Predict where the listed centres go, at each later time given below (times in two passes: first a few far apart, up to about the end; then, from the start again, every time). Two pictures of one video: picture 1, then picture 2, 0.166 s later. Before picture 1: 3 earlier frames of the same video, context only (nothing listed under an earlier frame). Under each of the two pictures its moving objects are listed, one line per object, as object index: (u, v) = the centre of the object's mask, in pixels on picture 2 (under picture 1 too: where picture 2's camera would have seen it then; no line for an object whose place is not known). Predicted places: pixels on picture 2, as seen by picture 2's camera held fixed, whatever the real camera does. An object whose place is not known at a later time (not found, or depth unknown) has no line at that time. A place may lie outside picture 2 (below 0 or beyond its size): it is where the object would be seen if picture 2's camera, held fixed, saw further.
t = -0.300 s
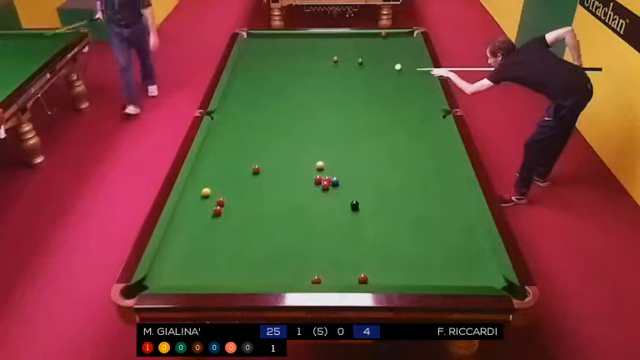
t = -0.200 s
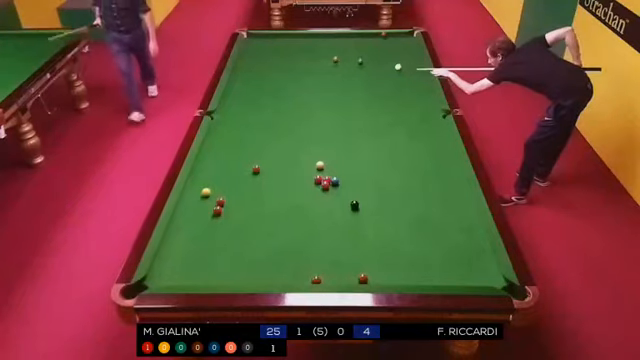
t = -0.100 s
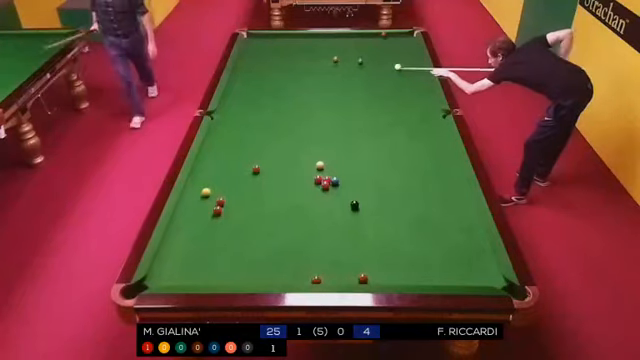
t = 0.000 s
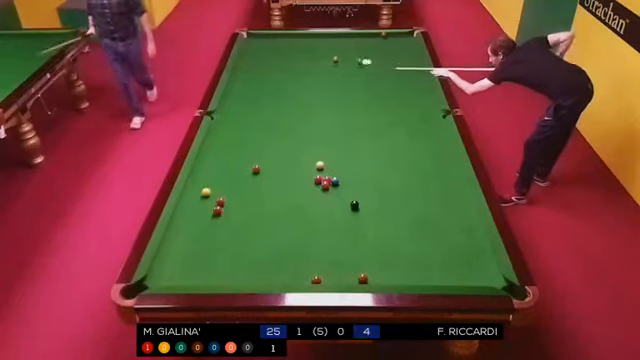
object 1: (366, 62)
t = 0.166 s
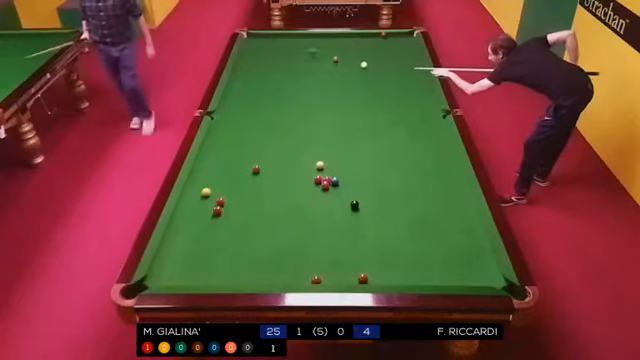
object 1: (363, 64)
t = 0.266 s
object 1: (365, 66)
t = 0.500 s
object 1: (370, 70)
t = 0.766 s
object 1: (375, 74)
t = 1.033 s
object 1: (380, 78)
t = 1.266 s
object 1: (385, 82)
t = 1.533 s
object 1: (389, 85)
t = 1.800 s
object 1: (394, 89)
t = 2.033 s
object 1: (397, 92)
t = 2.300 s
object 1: (402, 95)
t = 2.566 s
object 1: (405, 98)
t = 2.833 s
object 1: (409, 101)
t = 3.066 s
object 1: (411, 103)
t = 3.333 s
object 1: (414, 105)
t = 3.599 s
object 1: (416, 106)
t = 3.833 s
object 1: (417, 107)
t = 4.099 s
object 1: (418, 109)
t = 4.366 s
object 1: (419, 109)
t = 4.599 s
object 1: (420, 109)
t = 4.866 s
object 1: (420, 109)
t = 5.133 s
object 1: (420, 109)
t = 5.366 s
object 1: (420, 109)
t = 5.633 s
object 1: (420, 109)
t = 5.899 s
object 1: (420, 109)
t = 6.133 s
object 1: (420, 109)
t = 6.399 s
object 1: (420, 109)
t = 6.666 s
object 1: (420, 109)
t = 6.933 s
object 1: (420, 109)
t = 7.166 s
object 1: (420, 109)
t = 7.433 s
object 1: (420, 109)
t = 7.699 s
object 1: (420, 109)
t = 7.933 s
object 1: (420, 109)
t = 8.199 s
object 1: (420, 110)
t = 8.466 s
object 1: (420, 109)
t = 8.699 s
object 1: (420, 109)
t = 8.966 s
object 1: (420, 109)
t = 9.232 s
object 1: (420, 109)
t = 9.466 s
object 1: (420, 109)
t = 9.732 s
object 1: (420, 109)
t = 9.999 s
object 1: (420, 109)
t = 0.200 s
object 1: (364, 65)
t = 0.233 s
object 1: (365, 65)
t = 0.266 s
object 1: (365, 66)
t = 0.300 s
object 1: (366, 67)
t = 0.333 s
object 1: (367, 67)
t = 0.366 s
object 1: (367, 68)
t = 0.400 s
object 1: (368, 68)
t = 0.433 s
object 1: (369, 69)
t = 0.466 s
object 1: (369, 69)
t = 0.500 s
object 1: (370, 70)
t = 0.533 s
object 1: (371, 70)
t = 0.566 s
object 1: (371, 71)
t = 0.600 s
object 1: (372, 71)
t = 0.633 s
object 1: (372, 72)
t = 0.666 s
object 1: (374, 72)
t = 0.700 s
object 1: (374, 73)
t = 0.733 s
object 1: (375, 74)
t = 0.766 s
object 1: (375, 74)
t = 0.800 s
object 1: (376, 75)
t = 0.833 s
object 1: (376, 75)
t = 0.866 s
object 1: (377, 76)
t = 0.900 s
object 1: (378, 76)
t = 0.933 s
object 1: (378, 77)
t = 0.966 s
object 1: (379, 77)
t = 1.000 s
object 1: (380, 78)
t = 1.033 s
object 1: (380, 78)
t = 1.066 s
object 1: (381, 79)
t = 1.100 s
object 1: (381, 79)
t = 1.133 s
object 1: (382, 80)
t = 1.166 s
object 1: (383, 80)
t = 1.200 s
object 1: (383, 81)
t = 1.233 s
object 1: (384, 81)
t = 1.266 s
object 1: (385, 82)
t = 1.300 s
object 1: (385, 82)
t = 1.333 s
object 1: (386, 83)
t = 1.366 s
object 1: (386, 83)
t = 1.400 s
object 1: (387, 83)
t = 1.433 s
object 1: (388, 84)
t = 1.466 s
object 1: (388, 85)
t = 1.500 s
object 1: (389, 85)
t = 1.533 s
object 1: (389, 85)
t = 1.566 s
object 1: (390, 86)
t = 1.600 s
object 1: (390, 86)
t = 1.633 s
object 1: (391, 87)
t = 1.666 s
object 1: (392, 87)
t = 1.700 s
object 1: (392, 88)
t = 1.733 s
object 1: (393, 88)
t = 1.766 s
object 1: (393, 89)
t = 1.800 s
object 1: (394, 89)
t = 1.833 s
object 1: (395, 89)
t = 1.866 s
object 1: (395, 90)
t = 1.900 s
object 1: (395, 90)
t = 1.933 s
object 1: (396, 91)
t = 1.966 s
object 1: (396, 91)
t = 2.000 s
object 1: (397, 92)
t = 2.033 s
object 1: (397, 92)
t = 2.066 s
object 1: (398, 92)
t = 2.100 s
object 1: (398, 93)
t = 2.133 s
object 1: (399, 93)
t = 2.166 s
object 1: (400, 94)
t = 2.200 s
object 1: (400, 94)
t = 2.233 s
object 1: (401, 94)
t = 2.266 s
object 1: (401, 95)
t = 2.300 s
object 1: (402, 95)
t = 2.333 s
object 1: (402, 95)
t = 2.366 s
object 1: (403, 96)
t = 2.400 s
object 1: (403, 97)
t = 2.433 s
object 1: (403, 97)
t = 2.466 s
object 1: (404, 97)
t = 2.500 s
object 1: (404, 97)
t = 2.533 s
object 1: (405, 98)
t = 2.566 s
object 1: (405, 98)
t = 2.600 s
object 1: (406, 99)
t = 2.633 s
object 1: (406, 99)
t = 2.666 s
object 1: (407, 99)
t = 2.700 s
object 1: (407, 100)
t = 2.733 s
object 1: (407, 100)
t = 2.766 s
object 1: (408, 100)
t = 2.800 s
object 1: (408, 100)
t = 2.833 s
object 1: (409, 101)
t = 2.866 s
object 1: (409, 101)
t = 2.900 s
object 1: (409, 101)
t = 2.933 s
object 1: (410, 101)
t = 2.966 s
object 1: (410, 102)
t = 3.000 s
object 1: (410, 102)
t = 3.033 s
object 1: (411, 102)
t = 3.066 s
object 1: (411, 103)
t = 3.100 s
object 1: (412, 103)
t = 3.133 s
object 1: (412, 103)
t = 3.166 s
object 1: (412, 104)
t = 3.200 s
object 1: (412, 104)
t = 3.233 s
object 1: (413, 104)
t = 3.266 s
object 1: (413, 104)
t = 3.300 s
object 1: (413, 105)
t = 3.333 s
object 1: (414, 105)
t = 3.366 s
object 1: (414, 105)
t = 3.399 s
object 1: (414, 105)
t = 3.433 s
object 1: (414, 105)
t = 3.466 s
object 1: (415, 105)
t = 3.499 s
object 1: (415, 106)
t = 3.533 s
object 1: (415, 106)
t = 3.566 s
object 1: (415, 106)
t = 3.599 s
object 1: (416, 106)
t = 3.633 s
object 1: (416, 106)
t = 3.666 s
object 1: (416, 107)
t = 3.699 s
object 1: (417, 107)
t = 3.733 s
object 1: (417, 107)
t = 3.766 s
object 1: (417, 107)
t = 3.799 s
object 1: (417, 107)
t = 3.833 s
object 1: (417, 107)
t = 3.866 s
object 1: (417, 108)
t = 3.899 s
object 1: (418, 108)
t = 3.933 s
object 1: (418, 108)
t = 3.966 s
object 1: (418, 108)
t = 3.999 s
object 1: (418, 108)
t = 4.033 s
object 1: (418, 109)
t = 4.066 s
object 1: (418, 108)
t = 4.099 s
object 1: (418, 109)
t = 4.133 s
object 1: (418, 109)
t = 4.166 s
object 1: (419, 109)
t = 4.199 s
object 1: (419, 109)
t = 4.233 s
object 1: (419, 109)
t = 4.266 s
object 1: (419, 109)
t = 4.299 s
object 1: (419, 109)
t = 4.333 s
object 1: (419, 109)
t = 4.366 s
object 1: (419, 109)
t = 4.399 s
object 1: (419, 109)
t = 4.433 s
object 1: (419, 109)
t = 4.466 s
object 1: (420, 109)
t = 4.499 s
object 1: (420, 109)
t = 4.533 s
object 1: (420, 109)
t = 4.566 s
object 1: (420, 109)
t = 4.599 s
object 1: (420, 109)
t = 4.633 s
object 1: (420, 109)
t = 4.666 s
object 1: (420, 109)
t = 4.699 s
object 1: (420, 109)
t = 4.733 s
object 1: (420, 109)
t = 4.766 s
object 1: (420, 109)
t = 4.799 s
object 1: (420, 109)
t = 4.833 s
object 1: (420, 109)
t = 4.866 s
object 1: (420, 109)
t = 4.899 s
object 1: (420, 109)
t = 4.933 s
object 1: (420, 109)
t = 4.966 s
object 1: (420, 109)
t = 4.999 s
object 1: (420, 109)
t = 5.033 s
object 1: (420, 109)
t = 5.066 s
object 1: (420, 109)
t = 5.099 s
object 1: (420, 109)
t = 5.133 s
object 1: (420, 109)
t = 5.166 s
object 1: (420, 109)
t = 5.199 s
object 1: (420, 109)
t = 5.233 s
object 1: (420, 109)
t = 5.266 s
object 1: (420, 109)
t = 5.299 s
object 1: (420, 109)
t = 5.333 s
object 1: (420, 109)
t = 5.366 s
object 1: (420, 109)
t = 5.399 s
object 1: (420, 109)
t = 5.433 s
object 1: (420, 109)
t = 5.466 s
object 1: (420, 109)
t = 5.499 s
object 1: (420, 109)
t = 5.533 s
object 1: (420, 109)
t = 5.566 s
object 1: (420, 109)
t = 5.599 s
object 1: (420, 109)
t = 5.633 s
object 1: (420, 109)
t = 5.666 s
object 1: (420, 109)
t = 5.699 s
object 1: (420, 109)
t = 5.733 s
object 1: (420, 109)
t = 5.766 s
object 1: (420, 109)
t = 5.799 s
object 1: (420, 109)
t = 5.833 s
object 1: (420, 109)
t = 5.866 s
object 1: (420, 109)
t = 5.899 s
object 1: (420, 109)
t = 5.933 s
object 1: (420, 109)
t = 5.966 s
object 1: (420, 109)
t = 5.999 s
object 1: (420, 109)
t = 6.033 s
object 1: (420, 109)
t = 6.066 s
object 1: (420, 109)
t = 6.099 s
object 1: (420, 109)
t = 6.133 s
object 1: (420, 109)
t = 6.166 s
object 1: (420, 109)
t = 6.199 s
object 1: (420, 109)
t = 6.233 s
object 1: (420, 109)
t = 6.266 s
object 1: (420, 109)
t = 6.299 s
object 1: (420, 109)
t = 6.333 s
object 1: (420, 109)
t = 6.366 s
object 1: (420, 109)
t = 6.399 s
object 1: (420, 109)
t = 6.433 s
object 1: (420, 109)
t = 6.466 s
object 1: (420, 109)
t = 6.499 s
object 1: (420, 109)
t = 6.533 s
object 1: (420, 109)
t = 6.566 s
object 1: (420, 109)
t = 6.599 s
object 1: (420, 109)
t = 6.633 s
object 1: (420, 109)
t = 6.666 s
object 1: (420, 109)
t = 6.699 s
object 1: (420, 109)
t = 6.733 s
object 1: (420, 109)
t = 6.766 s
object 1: (420, 109)
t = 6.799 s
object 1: (420, 109)
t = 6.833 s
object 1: (420, 109)
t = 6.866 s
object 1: (420, 109)
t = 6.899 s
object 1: (420, 109)
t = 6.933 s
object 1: (420, 109)
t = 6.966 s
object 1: (420, 109)
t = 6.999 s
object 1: (420, 109)
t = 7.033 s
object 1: (420, 109)
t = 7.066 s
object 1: (420, 109)
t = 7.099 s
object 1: (420, 109)
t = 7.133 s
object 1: (420, 109)
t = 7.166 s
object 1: (420, 109)
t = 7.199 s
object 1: (420, 109)
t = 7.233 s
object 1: (420, 109)
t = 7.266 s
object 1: (420, 109)
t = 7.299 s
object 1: (420, 109)
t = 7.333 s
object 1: (420, 109)
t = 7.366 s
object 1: (420, 109)
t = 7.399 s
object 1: (420, 109)
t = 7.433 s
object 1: (420, 109)
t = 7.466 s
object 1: (420, 109)
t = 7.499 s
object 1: (420, 109)
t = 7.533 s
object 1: (420, 109)
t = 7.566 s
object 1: (420, 109)
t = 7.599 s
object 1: (420, 109)
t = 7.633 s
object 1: (420, 109)
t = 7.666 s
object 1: (420, 109)
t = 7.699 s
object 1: (420, 109)
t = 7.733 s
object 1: (420, 109)
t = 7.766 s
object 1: (420, 109)
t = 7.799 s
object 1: (420, 109)
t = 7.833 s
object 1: (420, 109)
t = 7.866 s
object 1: (420, 109)
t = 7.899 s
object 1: (420, 109)
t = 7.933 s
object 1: (420, 109)
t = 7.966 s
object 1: (420, 109)
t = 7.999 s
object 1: (420, 109)
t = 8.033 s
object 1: (420, 109)
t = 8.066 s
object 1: (420, 109)
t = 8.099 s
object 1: (420, 109)
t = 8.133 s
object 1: (420, 109)
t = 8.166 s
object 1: (420, 109)
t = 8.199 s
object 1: (420, 110)
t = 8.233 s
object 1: (420, 109)
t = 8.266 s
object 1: (420, 109)
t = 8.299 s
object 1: (420, 109)
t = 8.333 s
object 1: (420, 109)
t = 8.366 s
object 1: (420, 109)
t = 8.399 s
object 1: (420, 109)
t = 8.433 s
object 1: (420, 109)
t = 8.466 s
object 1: (420, 109)
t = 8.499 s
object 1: (420, 109)
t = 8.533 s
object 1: (420, 109)
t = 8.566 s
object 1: (420, 109)
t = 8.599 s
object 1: (420, 109)
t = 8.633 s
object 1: (420, 109)
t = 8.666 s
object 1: (420, 109)
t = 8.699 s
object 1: (420, 109)
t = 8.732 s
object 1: (420, 109)
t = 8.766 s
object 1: (420, 109)
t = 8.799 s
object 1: (420, 109)
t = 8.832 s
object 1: (420, 109)
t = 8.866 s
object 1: (420, 109)
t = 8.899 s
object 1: (420, 109)
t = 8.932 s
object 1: (420, 109)
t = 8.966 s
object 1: (420, 109)
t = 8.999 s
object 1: (420, 109)
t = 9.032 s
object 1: (420, 109)
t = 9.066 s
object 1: (420, 109)
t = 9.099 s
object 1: (420, 109)
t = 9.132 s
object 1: (420, 109)
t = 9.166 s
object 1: (420, 109)
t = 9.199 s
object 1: (420, 109)
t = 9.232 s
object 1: (420, 109)
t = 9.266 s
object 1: (420, 109)
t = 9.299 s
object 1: (420, 109)
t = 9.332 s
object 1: (419, 109)
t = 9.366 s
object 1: (420, 109)
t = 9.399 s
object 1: (420, 109)
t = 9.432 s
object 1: (420, 109)
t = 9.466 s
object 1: (420, 109)
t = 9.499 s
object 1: (420, 109)
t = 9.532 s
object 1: (420, 109)
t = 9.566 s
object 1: (420, 109)
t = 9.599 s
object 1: (420, 109)
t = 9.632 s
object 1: (420, 109)
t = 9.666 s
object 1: (420, 109)
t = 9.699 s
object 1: (420, 109)
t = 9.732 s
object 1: (420, 109)
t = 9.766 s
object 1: (420, 109)
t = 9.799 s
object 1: (420, 109)
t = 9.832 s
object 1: (420, 109)
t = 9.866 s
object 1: (420, 109)
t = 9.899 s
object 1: (420, 109)
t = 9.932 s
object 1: (420, 109)
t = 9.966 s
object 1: (420, 109)
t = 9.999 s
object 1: (420, 109)
